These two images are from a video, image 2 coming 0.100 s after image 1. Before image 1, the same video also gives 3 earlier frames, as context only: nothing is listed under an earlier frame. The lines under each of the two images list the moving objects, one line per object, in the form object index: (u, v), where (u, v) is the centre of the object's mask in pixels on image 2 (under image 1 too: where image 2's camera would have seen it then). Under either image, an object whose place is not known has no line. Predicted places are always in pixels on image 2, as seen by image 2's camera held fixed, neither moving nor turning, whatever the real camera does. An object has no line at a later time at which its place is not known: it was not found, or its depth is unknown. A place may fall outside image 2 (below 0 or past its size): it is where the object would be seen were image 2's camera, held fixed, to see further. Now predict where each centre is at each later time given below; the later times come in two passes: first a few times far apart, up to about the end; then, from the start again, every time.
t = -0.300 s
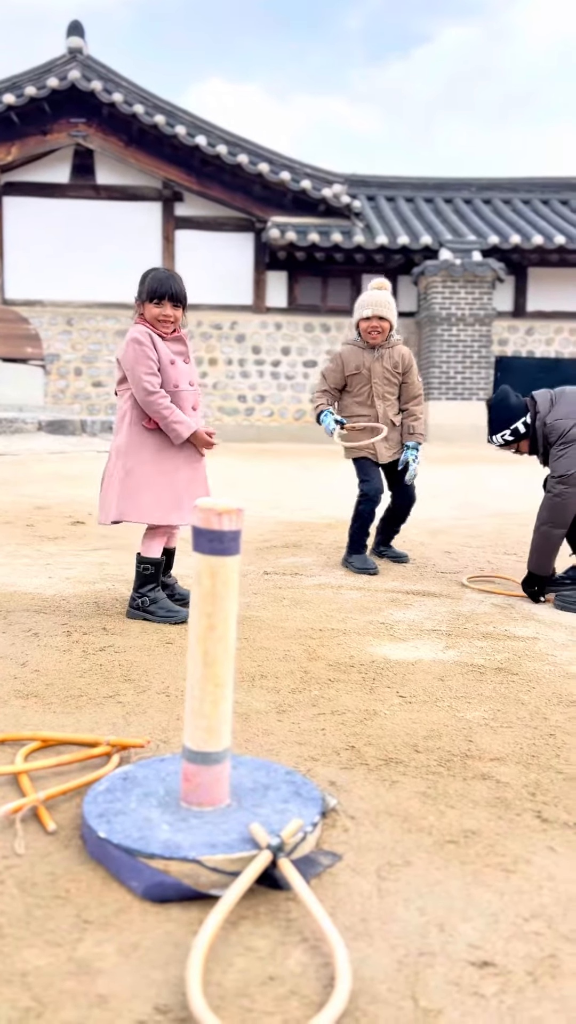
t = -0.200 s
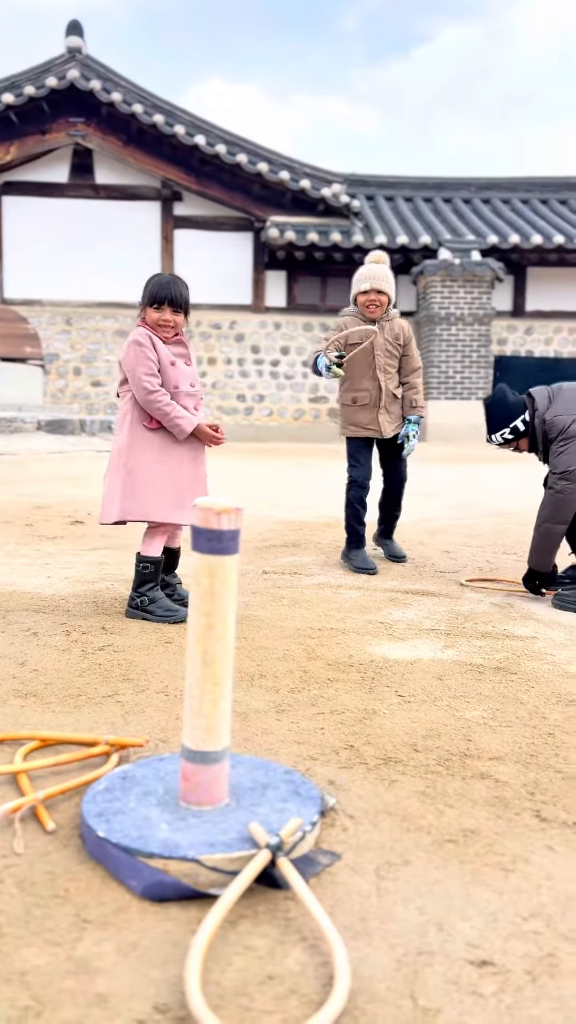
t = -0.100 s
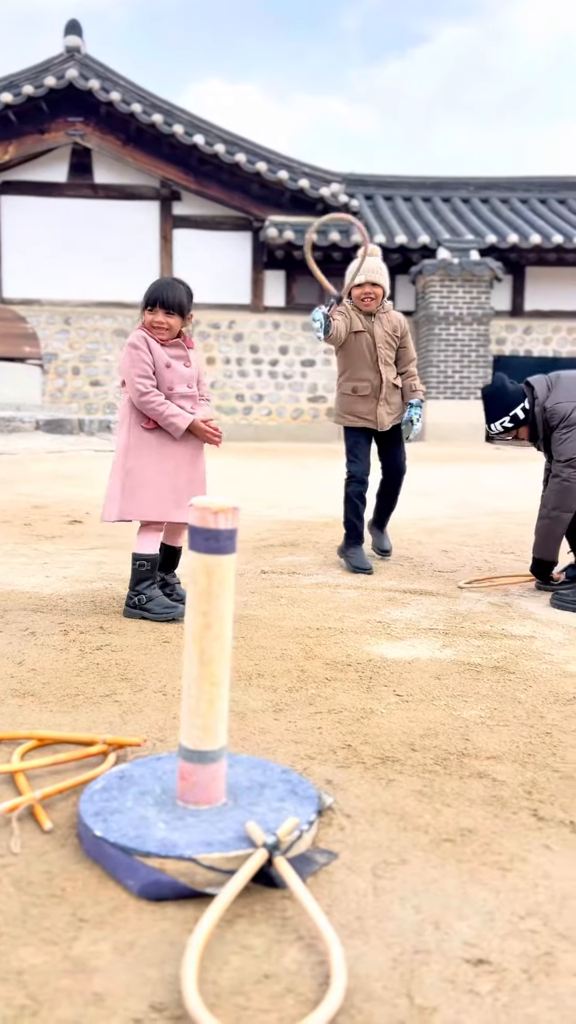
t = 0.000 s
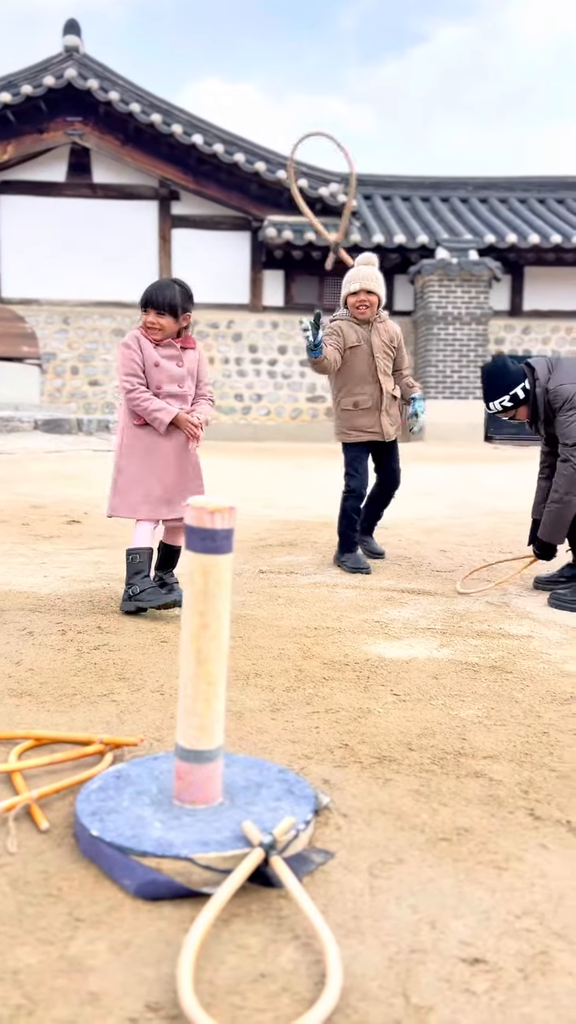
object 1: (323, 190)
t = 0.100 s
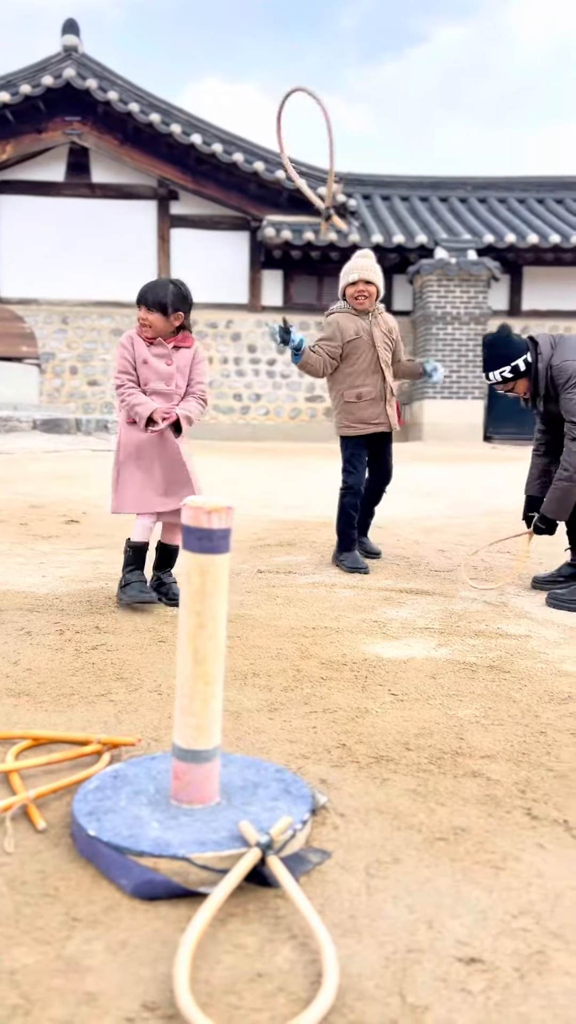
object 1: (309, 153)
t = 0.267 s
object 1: (284, 194)
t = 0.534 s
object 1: (173, 658)
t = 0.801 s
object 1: (154, 807)
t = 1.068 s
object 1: (138, 809)
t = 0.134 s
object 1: (305, 150)
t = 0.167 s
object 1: (300, 151)
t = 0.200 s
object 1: (295, 158)
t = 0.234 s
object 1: (289, 173)
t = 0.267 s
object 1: (284, 194)
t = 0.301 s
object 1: (278, 219)
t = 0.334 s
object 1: (269, 249)
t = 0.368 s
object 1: (264, 292)
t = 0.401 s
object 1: (249, 340)
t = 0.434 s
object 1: (246, 409)
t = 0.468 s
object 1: (237, 484)
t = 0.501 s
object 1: (227, 584)
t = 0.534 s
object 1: (173, 658)
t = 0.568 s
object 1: (142, 725)
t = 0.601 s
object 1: (163, 789)
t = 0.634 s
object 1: (143, 796)
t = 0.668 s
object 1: (145, 804)
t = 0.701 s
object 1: (145, 797)
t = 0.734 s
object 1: (147, 796)
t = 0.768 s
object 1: (152, 798)
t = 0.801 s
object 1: (154, 807)
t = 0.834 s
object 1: (155, 811)
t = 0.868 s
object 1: (155, 813)
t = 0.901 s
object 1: (148, 814)
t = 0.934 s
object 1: (150, 818)
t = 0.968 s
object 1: (141, 821)
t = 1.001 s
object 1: (140, 817)
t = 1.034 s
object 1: (139, 810)
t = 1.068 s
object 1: (138, 809)
